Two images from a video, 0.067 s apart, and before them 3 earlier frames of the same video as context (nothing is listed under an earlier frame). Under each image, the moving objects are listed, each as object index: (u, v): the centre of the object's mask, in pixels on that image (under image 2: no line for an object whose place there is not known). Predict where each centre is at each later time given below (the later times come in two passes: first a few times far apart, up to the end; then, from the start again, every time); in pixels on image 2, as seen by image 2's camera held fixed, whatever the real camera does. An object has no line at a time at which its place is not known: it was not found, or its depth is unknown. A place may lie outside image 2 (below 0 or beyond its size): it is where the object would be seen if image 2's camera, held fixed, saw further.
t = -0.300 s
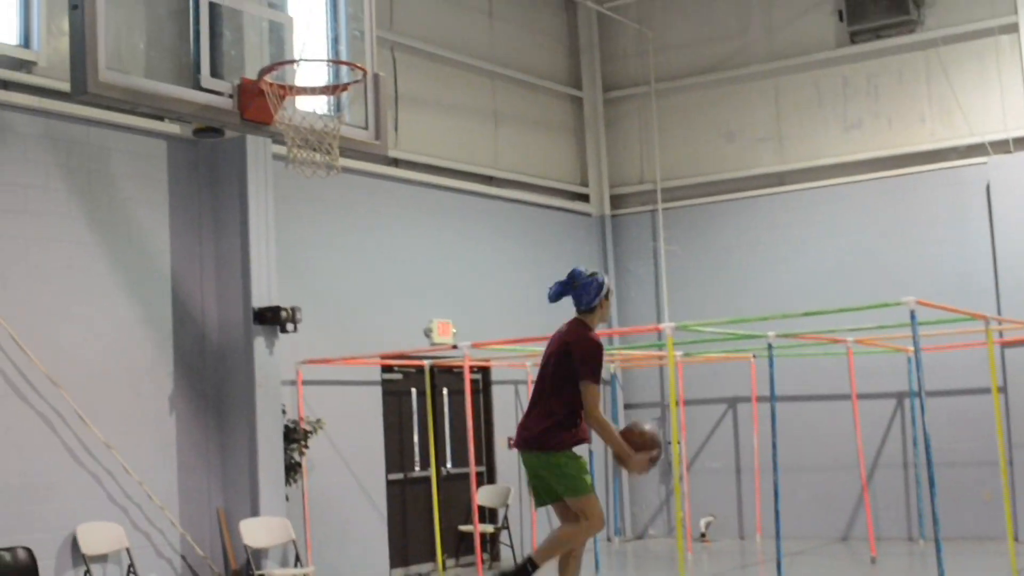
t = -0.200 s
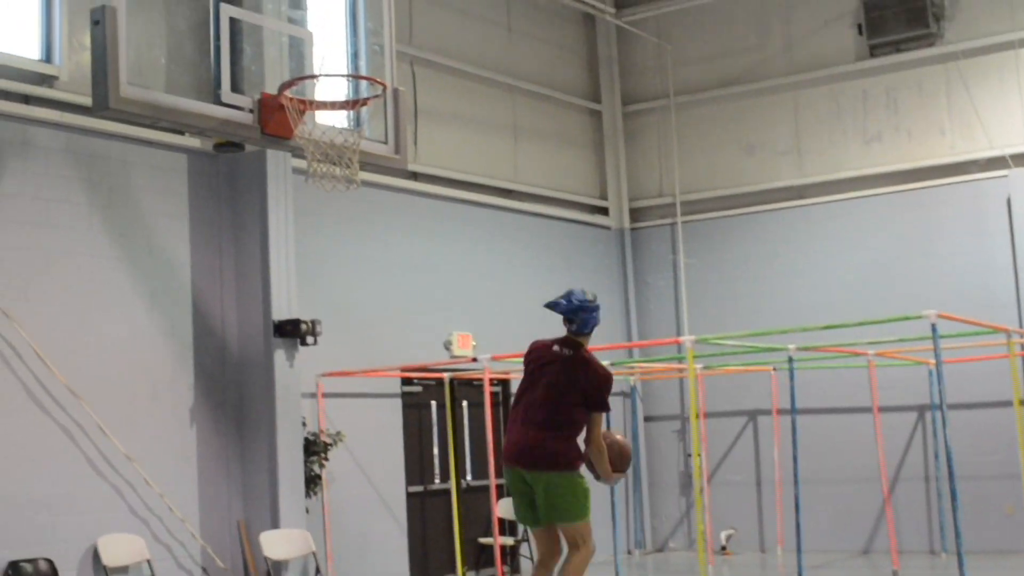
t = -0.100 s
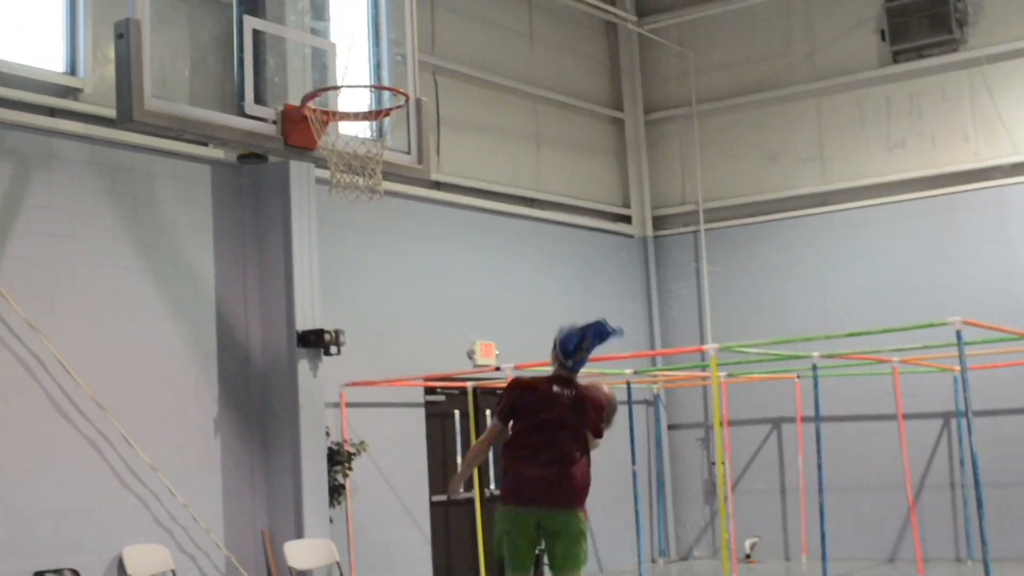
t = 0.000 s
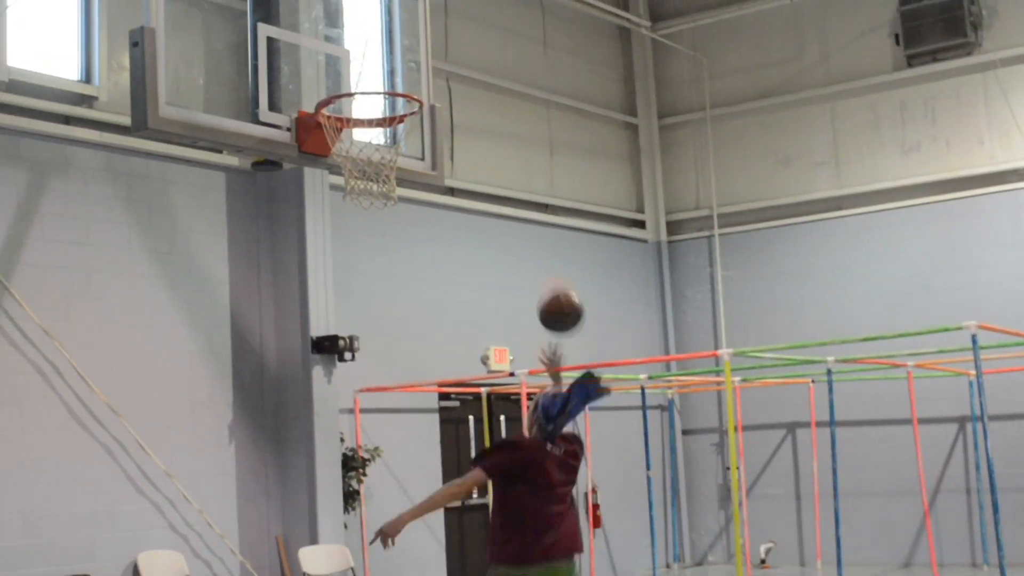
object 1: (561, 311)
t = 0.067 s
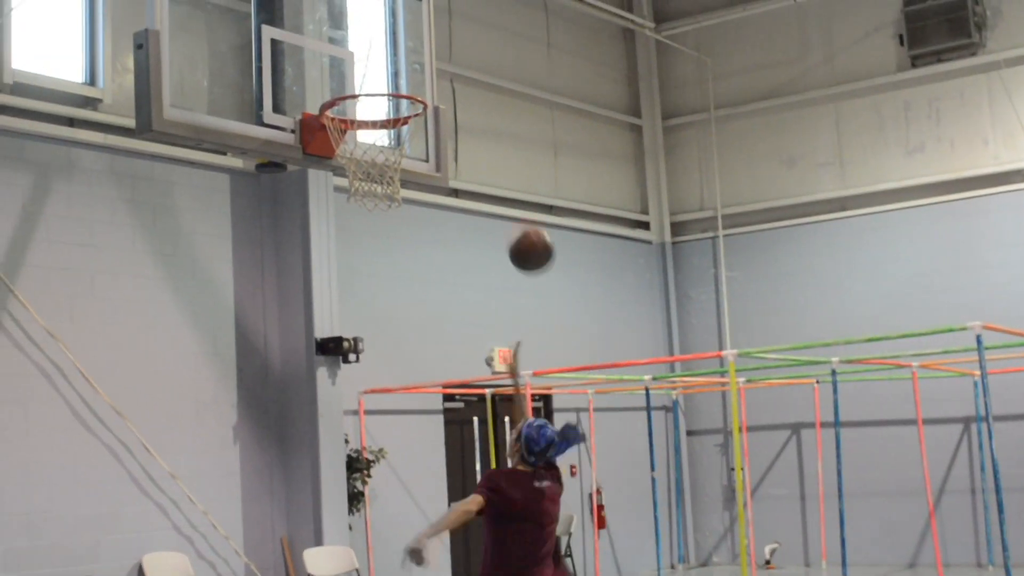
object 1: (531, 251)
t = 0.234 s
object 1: (448, 127)
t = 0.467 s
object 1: (382, 47)
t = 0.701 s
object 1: (376, 60)
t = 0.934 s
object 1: (385, 71)
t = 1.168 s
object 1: (403, 148)
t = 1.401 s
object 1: (484, 221)
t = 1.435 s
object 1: (496, 241)
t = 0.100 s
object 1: (515, 221)
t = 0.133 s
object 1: (497, 195)
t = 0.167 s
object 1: (481, 170)
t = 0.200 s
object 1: (465, 148)
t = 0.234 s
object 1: (448, 127)
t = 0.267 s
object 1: (436, 107)
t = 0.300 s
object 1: (416, 83)
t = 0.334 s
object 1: (398, 74)
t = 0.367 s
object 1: (386, 63)
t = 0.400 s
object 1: (385, 53)
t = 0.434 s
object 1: (383, 49)
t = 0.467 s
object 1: (382, 47)
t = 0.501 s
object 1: (381, 46)
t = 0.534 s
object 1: (380, 47)
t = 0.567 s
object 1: (379, 48)
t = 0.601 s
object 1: (378, 49)
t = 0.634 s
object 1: (377, 51)
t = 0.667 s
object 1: (376, 54)
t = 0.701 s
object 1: (376, 60)
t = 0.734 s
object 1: (375, 69)
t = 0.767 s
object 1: (376, 76)
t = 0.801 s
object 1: (378, 70)
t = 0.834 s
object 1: (380, 67)
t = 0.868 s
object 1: (381, 67)
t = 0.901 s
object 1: (383, 68)
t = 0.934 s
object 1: (385, 71)
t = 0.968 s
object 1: (387, 74)
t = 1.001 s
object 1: (388, 84)
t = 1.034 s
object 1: (390, 95)
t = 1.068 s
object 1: (391, 102)
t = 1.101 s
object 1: (394, 122)
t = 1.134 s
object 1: (397, 138)
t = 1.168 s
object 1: (403, 148)
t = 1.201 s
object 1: (417, 152)
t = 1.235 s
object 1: (427, 159)
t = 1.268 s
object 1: (437, 166)
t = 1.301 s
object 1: (448, 177)
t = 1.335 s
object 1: (460, 189)
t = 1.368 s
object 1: (472, 204)
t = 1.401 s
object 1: (484, 221)
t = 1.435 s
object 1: (496, 241)
